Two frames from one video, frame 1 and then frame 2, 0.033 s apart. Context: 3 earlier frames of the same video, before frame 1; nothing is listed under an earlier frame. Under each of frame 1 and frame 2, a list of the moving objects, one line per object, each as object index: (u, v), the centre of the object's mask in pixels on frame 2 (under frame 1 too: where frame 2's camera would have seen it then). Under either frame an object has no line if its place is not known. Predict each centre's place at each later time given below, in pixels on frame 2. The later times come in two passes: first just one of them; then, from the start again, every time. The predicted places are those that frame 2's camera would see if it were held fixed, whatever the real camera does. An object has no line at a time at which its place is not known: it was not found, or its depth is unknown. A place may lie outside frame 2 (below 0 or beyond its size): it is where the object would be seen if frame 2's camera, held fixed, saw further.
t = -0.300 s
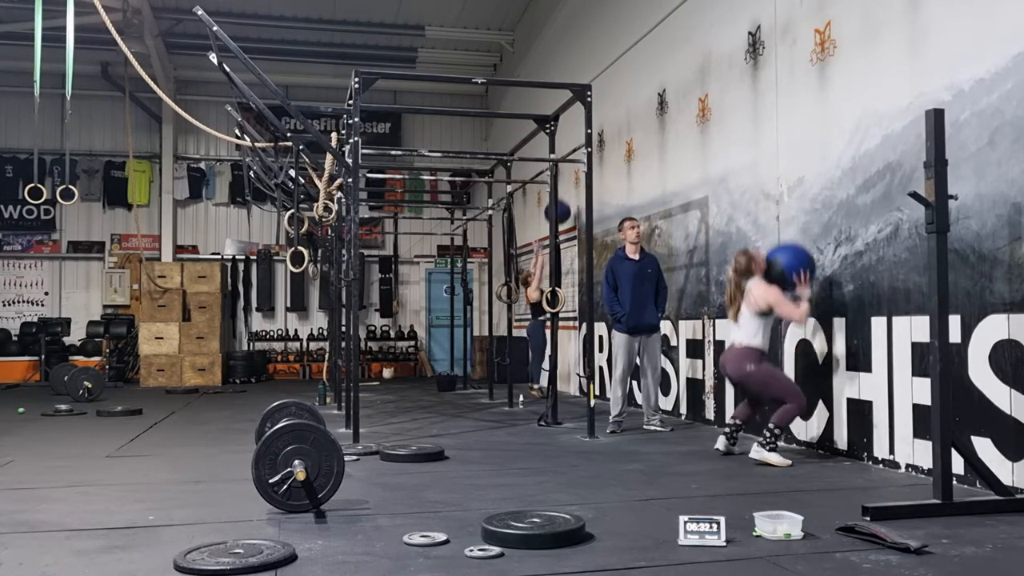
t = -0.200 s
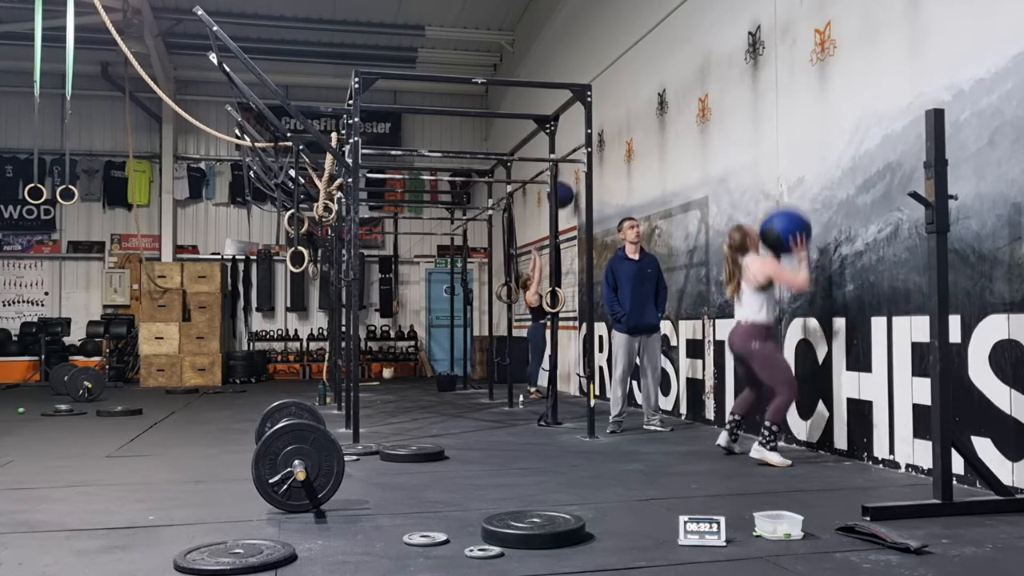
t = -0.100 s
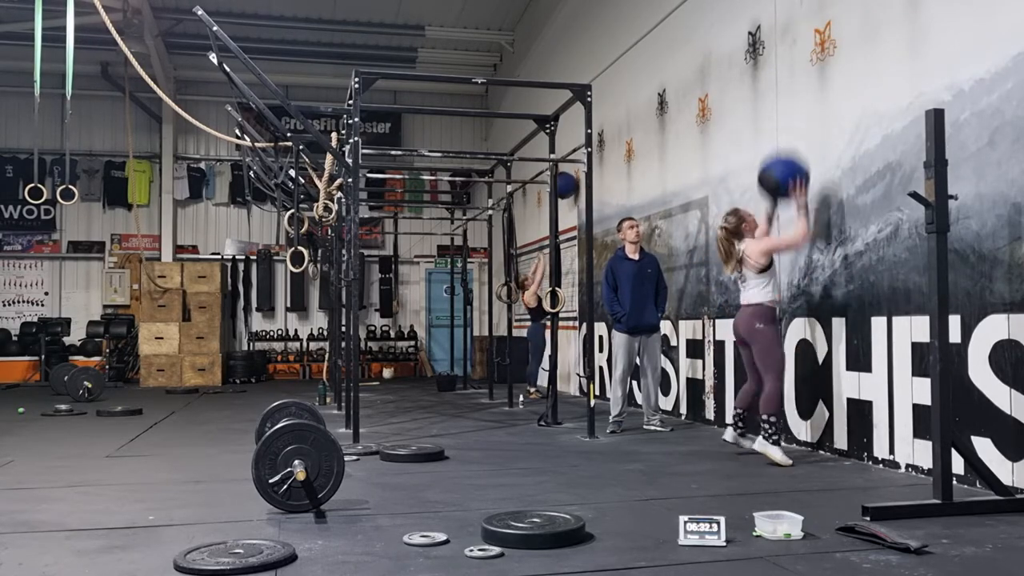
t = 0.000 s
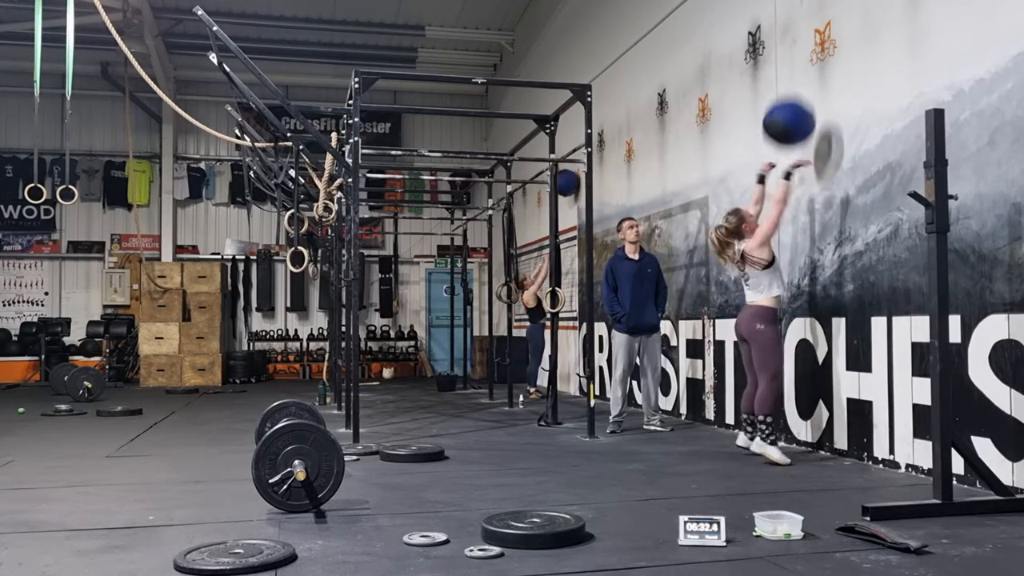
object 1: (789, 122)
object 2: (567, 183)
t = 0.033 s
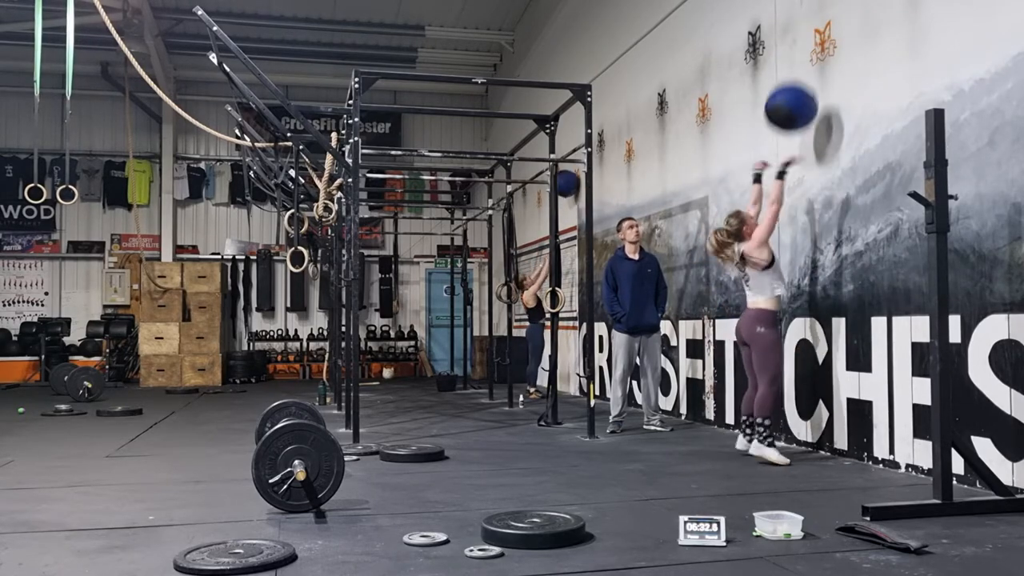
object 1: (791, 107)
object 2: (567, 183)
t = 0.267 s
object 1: (806, 45)
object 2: (565, 210)
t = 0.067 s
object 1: (793, 93)
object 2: (567, 185)
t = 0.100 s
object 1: (795, 81)
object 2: (567, 187)
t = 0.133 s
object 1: (797, 71)
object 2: (567, 190)
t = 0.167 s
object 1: (800, 62)
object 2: (566, 194)
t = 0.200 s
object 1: (802, 55)
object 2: (566, 198)
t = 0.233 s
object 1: (804, 49)
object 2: (565, 204)
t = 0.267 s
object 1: (806, 45)
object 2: (565, 210)
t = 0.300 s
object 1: (808, 42)
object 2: (565, 217)
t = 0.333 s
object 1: (808, 41)
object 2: (565, 225)
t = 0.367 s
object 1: (807, 42)
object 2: (565, 233)
